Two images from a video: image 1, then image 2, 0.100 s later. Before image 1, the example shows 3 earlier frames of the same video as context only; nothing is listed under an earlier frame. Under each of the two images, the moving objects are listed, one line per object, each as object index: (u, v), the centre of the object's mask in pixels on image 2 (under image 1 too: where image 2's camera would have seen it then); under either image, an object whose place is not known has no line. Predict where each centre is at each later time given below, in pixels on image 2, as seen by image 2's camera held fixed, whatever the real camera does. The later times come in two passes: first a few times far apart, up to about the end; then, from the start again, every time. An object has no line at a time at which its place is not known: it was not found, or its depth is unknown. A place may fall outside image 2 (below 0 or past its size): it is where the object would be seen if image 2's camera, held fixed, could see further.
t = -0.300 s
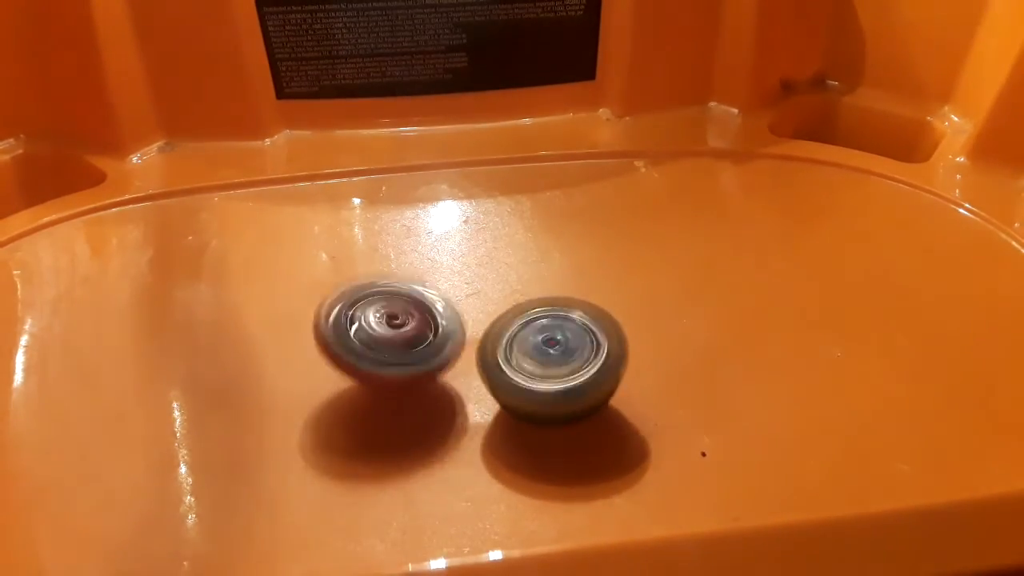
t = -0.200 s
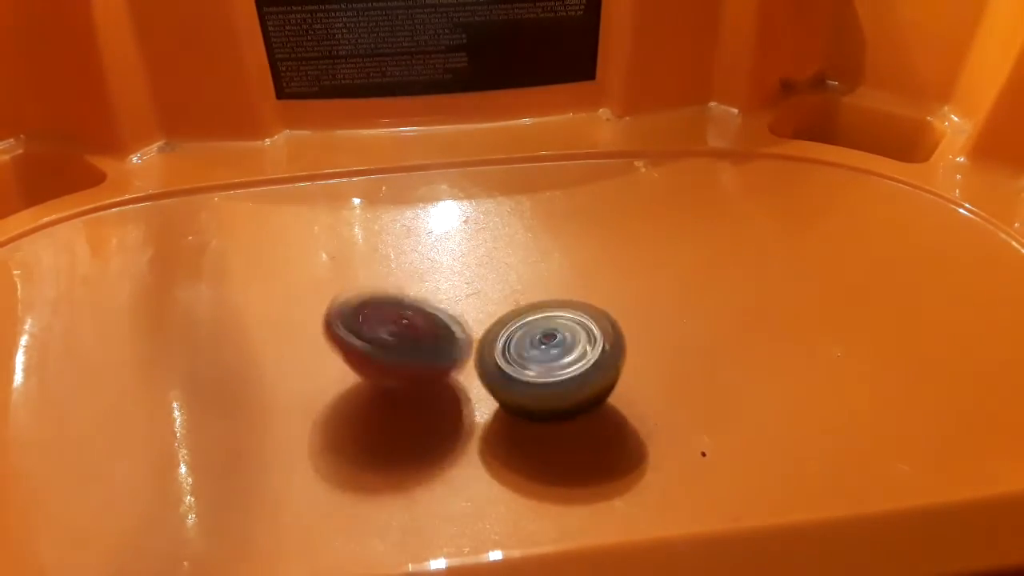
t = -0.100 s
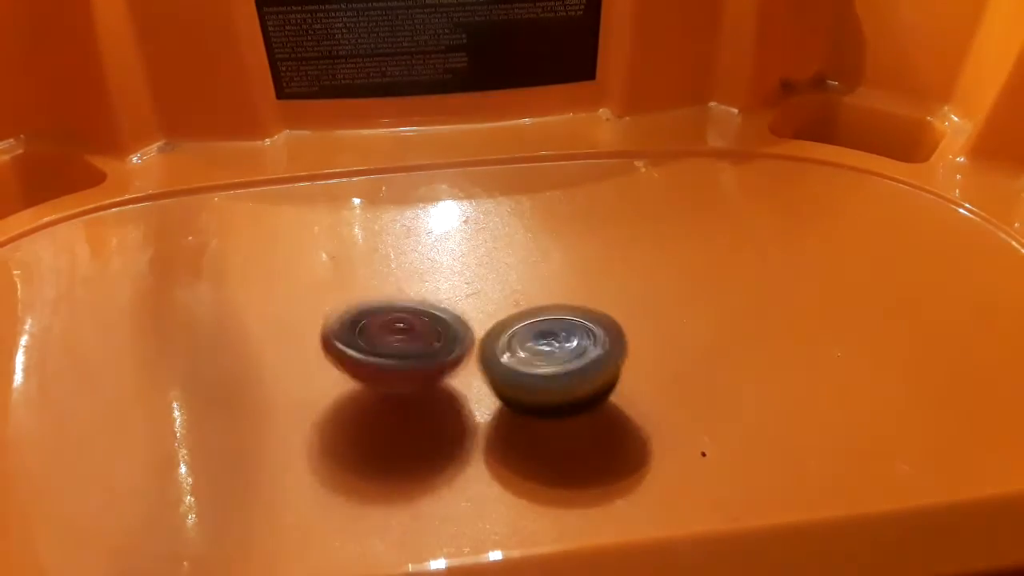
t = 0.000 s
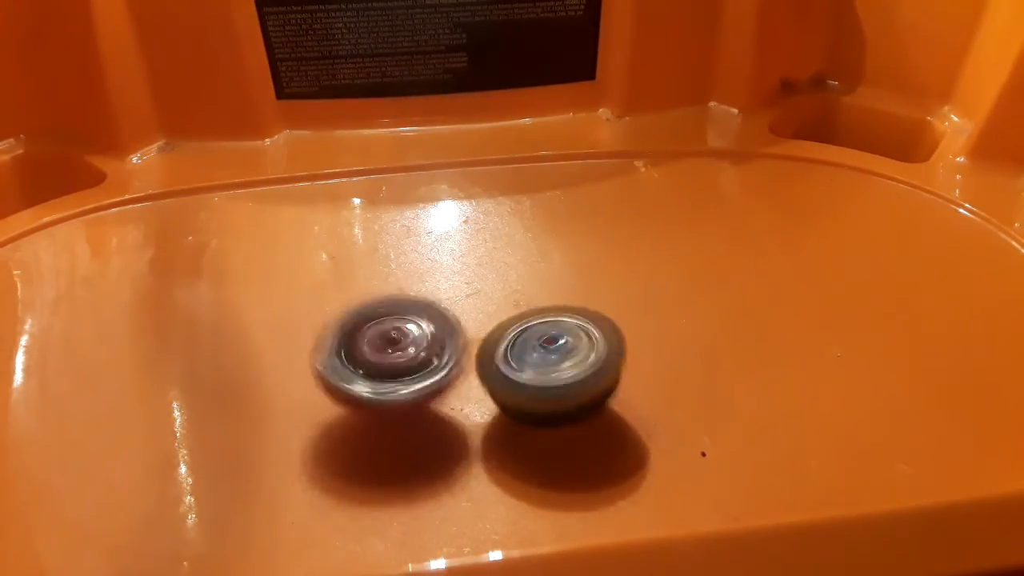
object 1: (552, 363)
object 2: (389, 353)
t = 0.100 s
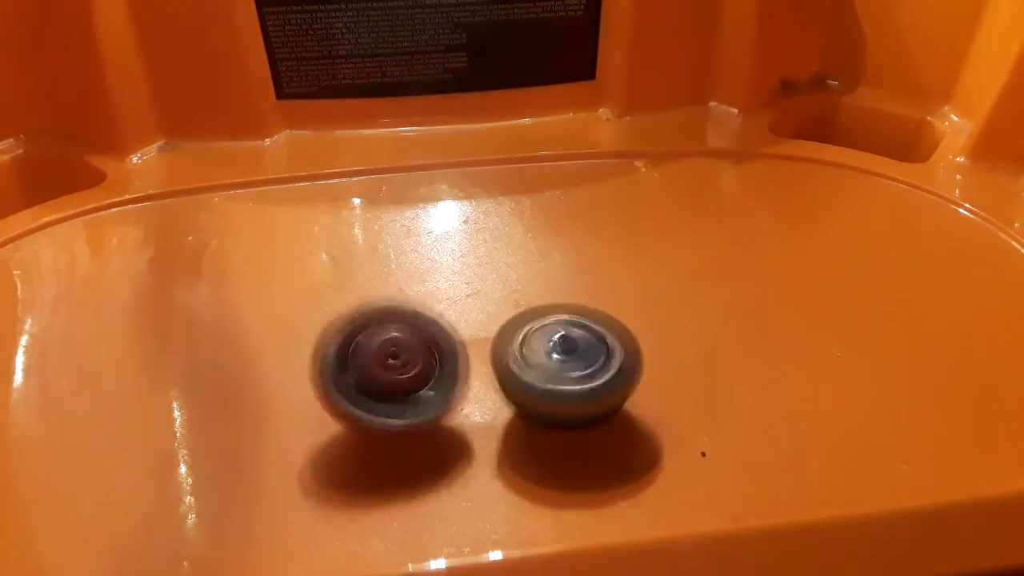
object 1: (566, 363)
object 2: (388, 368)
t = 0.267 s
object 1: (562, 363)
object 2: (387, 365)
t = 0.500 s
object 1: (558, 362)
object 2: (390, 358)
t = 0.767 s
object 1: (556, 362)
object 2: (383, 352)
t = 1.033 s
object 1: (554, 361)
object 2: (385, 352)
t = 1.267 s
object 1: (553, 362)
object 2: (388, 348)
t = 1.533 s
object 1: (549, 364)
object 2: (389, 347)
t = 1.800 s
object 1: (547, 362)
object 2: (386, 349)
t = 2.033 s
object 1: (550, 367)
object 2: (380, 356)
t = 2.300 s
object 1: (545, 365)
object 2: (364, 356)
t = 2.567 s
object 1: (558, 367)
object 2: (372, 345)
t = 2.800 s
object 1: (543, 367)
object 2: (362, 346)
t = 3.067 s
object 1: (550, 363)
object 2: (377, 335)
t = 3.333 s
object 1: (548, 367)
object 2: (373, 336)
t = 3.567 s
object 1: (539, 364)
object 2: (388, 326)
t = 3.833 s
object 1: (547, 364)
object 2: (400, 327)
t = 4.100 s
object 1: (538, 367)
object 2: (382, 329)
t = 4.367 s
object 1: (543, 365)
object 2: (397, 341)
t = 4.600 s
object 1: (566, 370)
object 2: (304, 360)
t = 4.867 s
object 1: (586, 374)
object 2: (314, 371)
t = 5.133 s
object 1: (568, 360)
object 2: (317, 371)
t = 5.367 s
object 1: (597, 361)
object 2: (314, 362)
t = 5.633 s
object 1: (612, 358)
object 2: (315, 363)
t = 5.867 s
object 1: (583, 365)
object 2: (316, 363)
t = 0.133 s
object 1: (558, 364)
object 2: (396, 369)
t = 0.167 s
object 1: (554, 363)
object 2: (398, 367)
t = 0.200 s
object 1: (557, 361)
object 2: (394, 364)
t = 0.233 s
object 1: (561, 362)
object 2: (388, 364)
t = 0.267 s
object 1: (562, 363)
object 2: (387, 365)
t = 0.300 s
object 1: (560, 363)
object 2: (389, 365)
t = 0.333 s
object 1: (559, 361)
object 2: (390, 365)
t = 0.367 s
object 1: (560, 361)
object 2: (388, 365)
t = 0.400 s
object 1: (563, 361)
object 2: (385, 364)
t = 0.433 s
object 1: (562, 363)
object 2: (383, 364)
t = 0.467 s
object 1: (560, 363)
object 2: (387, 360)
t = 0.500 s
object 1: (558, 362)
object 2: (390, 358)
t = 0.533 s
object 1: (560, 361)
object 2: (392, 354)
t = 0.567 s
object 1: (560, 362)
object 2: (390, 352)
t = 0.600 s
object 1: (560, 363)
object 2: (385, 354)
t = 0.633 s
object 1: (557, 362)
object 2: (385, 355)
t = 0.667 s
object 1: (556, 361)
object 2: (385, 357)
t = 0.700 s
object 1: (556, 360)
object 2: (387, 355)
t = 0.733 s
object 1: (557, 360)
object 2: (385, 352)
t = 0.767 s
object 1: (556, 362)
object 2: (383, 352)
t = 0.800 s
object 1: (554, 361)
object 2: (384, 353)
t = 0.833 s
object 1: (553, 361)
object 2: (388, 354)
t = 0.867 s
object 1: (554, 360)
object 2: (389, 353)
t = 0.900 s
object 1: (555, 360)
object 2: (386, 352)
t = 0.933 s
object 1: (554, 361)
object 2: (383, 353)
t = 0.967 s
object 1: (553, 362)
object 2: (382, 353)
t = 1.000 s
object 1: (553, 361)
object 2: (383, 352)
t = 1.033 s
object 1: (554, 361)
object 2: (385, 352)
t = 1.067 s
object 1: (555, 361)
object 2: (387, 351)
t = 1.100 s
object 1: (554, 362)
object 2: (387, 349)
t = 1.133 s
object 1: (553, 362)
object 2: (386, 350)
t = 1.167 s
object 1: (553, 362)
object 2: (387, 348)
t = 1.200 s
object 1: (554, 362)
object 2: (387, 349)
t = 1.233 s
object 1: (554, 362)
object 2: (387, 348)
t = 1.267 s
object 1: (553, 362)
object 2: (388, 348)
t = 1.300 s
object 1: (552, 362)
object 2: (390, 347)
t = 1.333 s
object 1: (552, 362)
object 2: (389, 348)
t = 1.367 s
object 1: (551, 362)
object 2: (390, 347)
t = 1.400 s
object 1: (551, 362)
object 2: (391, 347)
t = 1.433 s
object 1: (550, 363)
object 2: (392, 348)
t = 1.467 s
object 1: (550, 362)
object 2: (392, 348)
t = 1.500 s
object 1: (551, 363)
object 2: (391, 348)
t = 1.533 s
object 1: (549, 364)
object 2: (389, 347)
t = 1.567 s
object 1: (546, 364)
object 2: (389, 347)
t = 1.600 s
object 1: (545, 362)
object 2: (387, 348)
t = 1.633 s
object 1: (546, 362)
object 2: (387, 348)
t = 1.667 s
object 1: (548, 362)
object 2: (388, 349)
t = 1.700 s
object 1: (547, 363)
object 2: (391, 348)
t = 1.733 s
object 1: (545, 363)
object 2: (393, 347)
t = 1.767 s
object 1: (545, 362)
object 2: (391, 346)
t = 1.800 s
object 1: (547, 362)
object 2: (386, 349)
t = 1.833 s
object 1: (548, 363)
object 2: (385, 354)
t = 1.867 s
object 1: (548, 363)
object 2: (388, 358)
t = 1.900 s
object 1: (550, 364)
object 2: (393, 357)
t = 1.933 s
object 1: (551, 366)
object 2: (392, 356)
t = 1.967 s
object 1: (548, 368)
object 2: (390, 355)
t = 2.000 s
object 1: (544, 366)
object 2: (389, 354)
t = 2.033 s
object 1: (550, 367)
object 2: (380, 356)
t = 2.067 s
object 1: (549, 371)
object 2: (372, 355)
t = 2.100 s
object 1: (543, 371)
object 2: (367, 356)
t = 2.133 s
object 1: (538, 369)
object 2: (367, 357)
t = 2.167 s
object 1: (541, 366)
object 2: (371, 357)
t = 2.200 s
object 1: (544, 365)
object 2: (374, 356)
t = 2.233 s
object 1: (548, 366)
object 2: (373, 354)
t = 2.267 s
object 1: (546, 366)
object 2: (369, 354)
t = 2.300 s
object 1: (545, 365)
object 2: (364, 356)
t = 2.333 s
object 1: (547, 364)
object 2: (360, 359)
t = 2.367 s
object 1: (552, 364)
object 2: (360, 359)
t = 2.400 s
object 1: (555, 365)
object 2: (365, 359)
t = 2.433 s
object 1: (555, 366)
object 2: (369, 357)
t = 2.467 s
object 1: (554, 366)
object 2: (374, 354)
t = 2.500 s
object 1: (554, 365)
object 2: (375, 349)
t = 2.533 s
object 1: (556, 366)
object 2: (372, 346)
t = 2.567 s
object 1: (558, 367)
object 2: (372, 345)
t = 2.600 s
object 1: (556, 369)
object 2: (371, 346)
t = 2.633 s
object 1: (552, 368)
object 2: (369, 346)
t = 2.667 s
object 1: (550, 367)
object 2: (367, 347)
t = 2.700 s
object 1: (549, 367)
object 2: (366, 347)
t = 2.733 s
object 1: (549, 367)
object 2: (365, 345)
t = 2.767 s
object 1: (546, 368)
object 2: (364, 346)
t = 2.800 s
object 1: (543, 367)
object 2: (362, 346)
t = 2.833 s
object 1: (541, 366)
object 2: (361, 345)
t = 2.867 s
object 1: (543, 365)
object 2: (363, 345)
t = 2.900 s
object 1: (543, 365)
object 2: (366, 346)
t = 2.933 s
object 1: (544, 364)
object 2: (370, 344)
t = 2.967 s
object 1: (544, 365)
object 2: (375, 341)
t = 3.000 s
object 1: (544, 363)
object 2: (378, 338)
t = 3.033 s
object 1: (547, 363)
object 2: (378, 337)
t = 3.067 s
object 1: (550, 363)
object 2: (377, 335)
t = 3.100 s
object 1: (551, 364)
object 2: (376, 335)
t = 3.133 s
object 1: (552, 364)
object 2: (373, 333)
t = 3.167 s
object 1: (551, 365)
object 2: (371, 333)
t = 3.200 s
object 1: (552, 364)
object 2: (368, 336)
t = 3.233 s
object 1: (553, 365)
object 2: (368, 335)
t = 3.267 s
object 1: (553, 366)
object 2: (366, 338)
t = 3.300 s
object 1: (552, 367)
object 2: (369, 335)
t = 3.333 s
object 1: (548, 367)
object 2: (373, 336)
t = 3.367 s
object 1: (547, 367)
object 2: (376, 335)
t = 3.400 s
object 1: (545, 367)
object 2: (382, 334)
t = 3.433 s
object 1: (544, 366)
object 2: (387, 331)
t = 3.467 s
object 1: (542, 366)
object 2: (392, 329)
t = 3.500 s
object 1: (540, 366)
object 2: (393, 328)
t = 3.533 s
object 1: (539, 365)
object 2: (392, 327)
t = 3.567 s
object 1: (539, 364)
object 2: (388, 326)
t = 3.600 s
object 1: (540, 363)
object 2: (384, 327)
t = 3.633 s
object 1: (540, 363)
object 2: (379, 330)
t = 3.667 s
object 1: (541, 363)
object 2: (376, 332)
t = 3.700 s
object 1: (541, 363)
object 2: (376, 332)
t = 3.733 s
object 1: (544, 363)
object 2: (381, 332)
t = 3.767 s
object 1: (545, 363)
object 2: (386, 331)
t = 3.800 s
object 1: (546, 363)
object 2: (394, 330)
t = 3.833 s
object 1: (547, 364)
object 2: (400, 327)
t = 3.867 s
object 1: (547, 364)
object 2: (401, 325)
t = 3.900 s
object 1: (546, 364)
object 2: (400, 324)
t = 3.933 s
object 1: (546, 365)
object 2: (397, 322)
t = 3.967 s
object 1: (546, 366)
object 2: (393, 322)
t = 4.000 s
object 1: (544, 367)
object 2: (390, 324)
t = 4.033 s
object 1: (542, 368)
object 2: (385, 326)
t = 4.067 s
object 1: (539, 367)
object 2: (383, 325)
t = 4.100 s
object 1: (538, 367)
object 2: (382, 329)
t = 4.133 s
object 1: (536, 366)
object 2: (386, 332)
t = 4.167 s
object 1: (537, 366)
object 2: (391, 332)
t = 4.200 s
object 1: (538, 368)
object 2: (391, 332)
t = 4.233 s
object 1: (534, 370)
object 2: (394, 335)
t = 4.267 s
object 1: (529, 370)
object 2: (400, 335)
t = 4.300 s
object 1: (530, 366)
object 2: (404, 336)
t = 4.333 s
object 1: (539, 365)
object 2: (399, 338)
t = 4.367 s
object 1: (543, 365)
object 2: (397, 341)
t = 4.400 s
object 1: (543, 366)
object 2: (397, 346)
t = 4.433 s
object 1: (541, 366)
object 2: (398, 348)
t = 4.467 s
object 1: (557, 367)
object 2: (377, 338)
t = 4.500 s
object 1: (568, 368)
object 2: (353, 338)
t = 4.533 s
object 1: (571, 370)
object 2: (325, 360)
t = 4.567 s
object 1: (570, 371)
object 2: (310, 358)
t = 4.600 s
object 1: (566, 370)
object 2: (304, 360)
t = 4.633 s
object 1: (568, 366)
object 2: (302, 363)
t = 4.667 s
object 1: (573, 365)
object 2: (303, 365)
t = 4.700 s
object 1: (580, 366)
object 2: (305, 366)
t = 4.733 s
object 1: (587, 370)
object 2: (307, 366)
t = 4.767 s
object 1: (588, 371)
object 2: (309, 368)
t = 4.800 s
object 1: (586, 372)
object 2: (310, 367)
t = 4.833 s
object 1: (586, 373)
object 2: (311, 368)
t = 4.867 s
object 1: (586, 374)
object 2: (314, 371)
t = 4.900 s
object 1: (583, 377)
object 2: (315, 373)
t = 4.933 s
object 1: (573, 379)
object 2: (315, 375)
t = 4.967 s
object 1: (566, 376)
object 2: (315, 376)
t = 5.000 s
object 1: (561, 373)
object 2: (315, 376)
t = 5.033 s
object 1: (560, 370)
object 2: (315, 375)
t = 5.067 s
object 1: (560, 365)
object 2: (316, 374)
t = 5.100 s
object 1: (563, 362)
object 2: (316, 372)
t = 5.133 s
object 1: (568, 360)
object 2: (317, 371)
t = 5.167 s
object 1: (578, 359)
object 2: (317, 368)
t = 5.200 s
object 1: (581, 358)
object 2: (316, 367)
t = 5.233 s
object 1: (584, 358)
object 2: (316, 366)
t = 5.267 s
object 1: (589, 360)
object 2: (316, 365)
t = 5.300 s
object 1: (591, 359)
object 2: (315, 364)
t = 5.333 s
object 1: (593, 360)
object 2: (315, 363)
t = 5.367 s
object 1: (597, 361)
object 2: (314, 362)
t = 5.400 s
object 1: (597, 360)
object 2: (313, 361)
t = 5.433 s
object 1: (598, 359)
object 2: (313, 360)
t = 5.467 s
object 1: (600, 358)
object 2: (313, 361)
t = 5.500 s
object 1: (603, 358)
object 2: (314, 362)
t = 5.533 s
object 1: (605, 359)
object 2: (314, 362)
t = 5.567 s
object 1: (607, 357)
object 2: (315, 363)
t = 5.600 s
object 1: (608, 357)
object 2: (315, 363)
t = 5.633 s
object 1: (612, 358)
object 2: (315, 363)
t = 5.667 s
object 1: (613, 360)
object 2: (316, 364)
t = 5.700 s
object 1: (612, 359)
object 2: (316, 364)
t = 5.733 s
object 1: (610, 360)
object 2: (316, 364)
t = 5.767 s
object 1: (607, 361)
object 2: (316, 363)
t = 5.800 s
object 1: (601, 362)
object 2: (316, 363)
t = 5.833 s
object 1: (591, 364)
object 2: (316, 363)
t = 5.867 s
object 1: (583, 365)
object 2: (316, 363)
